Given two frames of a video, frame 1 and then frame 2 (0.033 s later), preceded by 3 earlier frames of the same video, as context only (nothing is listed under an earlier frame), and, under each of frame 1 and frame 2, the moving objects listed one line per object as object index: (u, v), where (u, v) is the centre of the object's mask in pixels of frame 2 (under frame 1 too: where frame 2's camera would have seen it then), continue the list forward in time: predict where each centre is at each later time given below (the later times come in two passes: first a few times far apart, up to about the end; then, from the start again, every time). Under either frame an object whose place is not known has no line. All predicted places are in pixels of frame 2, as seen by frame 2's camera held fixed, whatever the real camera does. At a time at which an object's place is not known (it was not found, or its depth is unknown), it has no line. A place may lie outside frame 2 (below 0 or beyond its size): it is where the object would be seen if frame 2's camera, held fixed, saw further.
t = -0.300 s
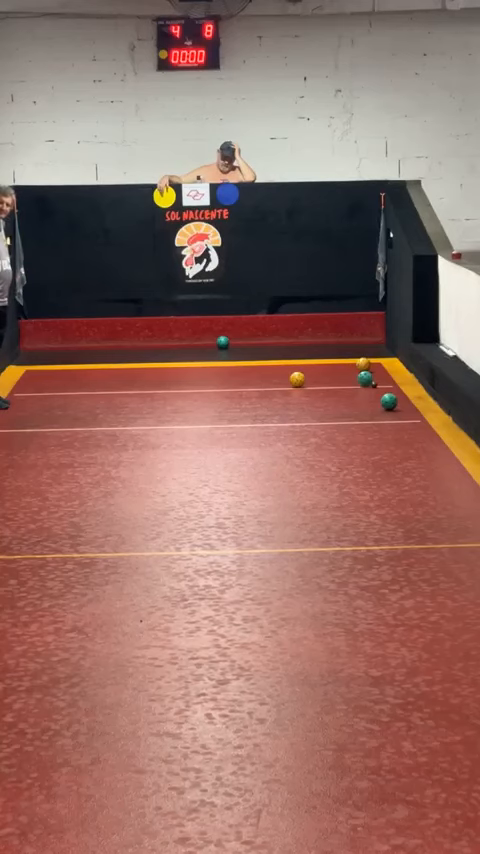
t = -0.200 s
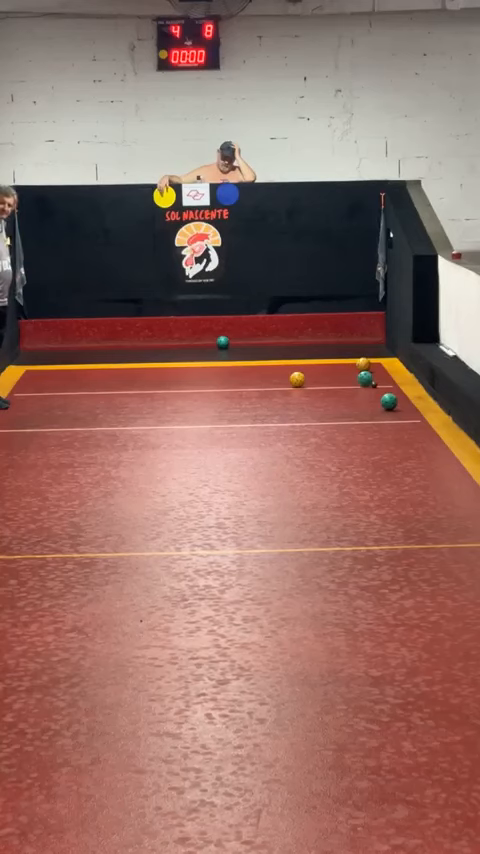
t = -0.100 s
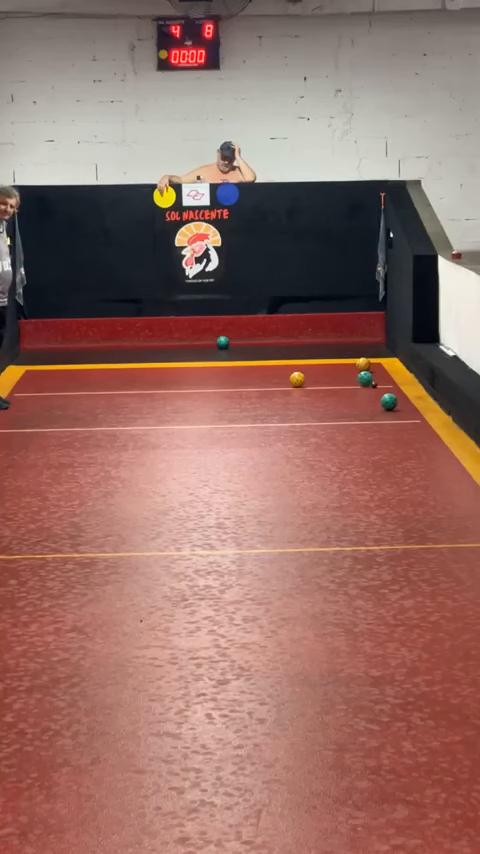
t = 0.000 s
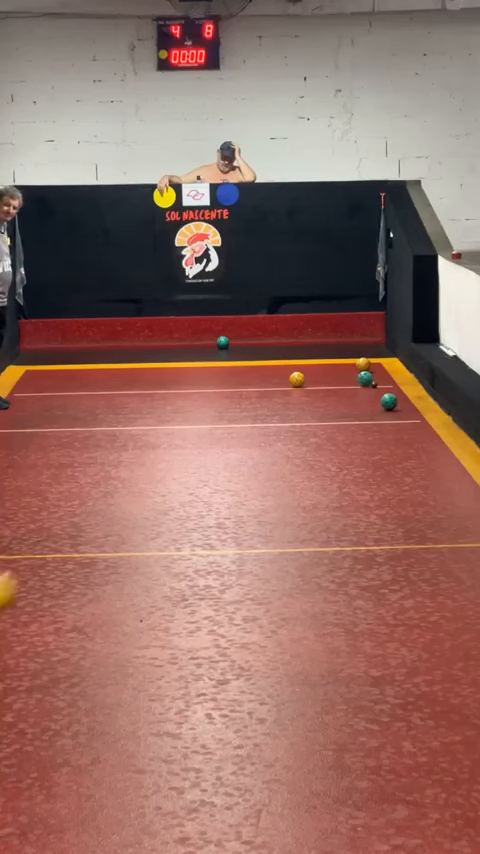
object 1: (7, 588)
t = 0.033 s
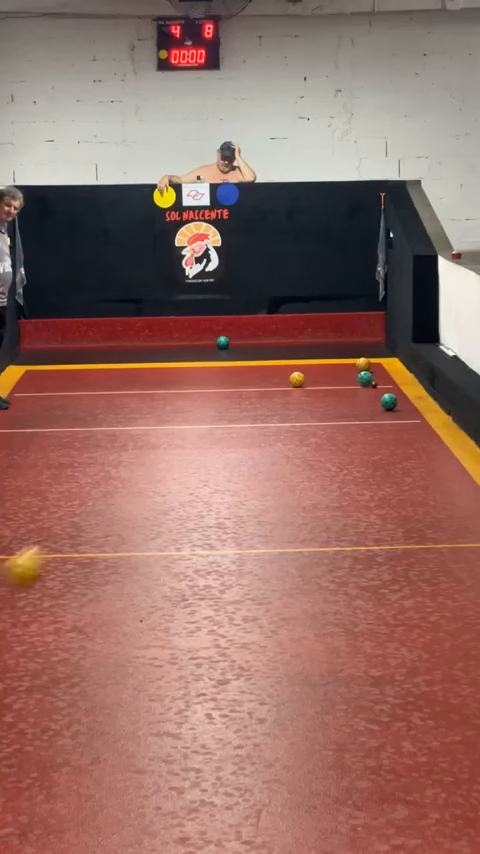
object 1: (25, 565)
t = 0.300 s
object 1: (189, 498)
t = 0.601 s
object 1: (294, 447)
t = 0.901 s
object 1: (355, 403)
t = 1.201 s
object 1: (397, 366)
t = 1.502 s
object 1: (362, 340)
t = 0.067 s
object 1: (52, 544)
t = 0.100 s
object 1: (76, 527)
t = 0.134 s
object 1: (98, 515)
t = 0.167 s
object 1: (120, 506)
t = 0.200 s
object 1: (140, 500)
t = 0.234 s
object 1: (157, 495)
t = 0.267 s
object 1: (174, 497)
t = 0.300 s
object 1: (189, 498)
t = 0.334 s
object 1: (204, 502)
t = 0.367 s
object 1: (219, 508)
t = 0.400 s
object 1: (232, 517)
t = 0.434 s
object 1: (245, 509)
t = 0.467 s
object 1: (256, 491)
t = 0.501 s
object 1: (266, 475)
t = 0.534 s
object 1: (276, 464)
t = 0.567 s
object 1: (284, 455)
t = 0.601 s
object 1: (294, 447)
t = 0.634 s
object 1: (302, 442)
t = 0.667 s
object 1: (309, 439)
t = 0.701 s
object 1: (317, 438)
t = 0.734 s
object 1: (325, 437)
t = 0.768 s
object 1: (332, 426)
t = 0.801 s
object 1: (338, 417)
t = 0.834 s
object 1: (344, 412)
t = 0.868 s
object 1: (349, 407)
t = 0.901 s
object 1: (355, 403)
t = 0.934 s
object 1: (360, 401)
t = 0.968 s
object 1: (366, 394)
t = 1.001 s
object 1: (370, 390)
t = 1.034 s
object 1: (376, 385)
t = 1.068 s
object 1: (380, 383)
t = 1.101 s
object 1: (384, 378)
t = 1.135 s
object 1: (389, 372)
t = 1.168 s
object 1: (392, 370)
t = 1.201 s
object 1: (397, 366)
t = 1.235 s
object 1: (400, 362)
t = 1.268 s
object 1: (397, 359)
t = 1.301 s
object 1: (392, 355)
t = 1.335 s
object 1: (386, 353)
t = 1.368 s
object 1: (381, 351)
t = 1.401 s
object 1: (376, 346)
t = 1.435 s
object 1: (371, 343)
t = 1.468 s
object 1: (367, 342)
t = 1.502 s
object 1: (362, 340)
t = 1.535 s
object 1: (358, 338)
